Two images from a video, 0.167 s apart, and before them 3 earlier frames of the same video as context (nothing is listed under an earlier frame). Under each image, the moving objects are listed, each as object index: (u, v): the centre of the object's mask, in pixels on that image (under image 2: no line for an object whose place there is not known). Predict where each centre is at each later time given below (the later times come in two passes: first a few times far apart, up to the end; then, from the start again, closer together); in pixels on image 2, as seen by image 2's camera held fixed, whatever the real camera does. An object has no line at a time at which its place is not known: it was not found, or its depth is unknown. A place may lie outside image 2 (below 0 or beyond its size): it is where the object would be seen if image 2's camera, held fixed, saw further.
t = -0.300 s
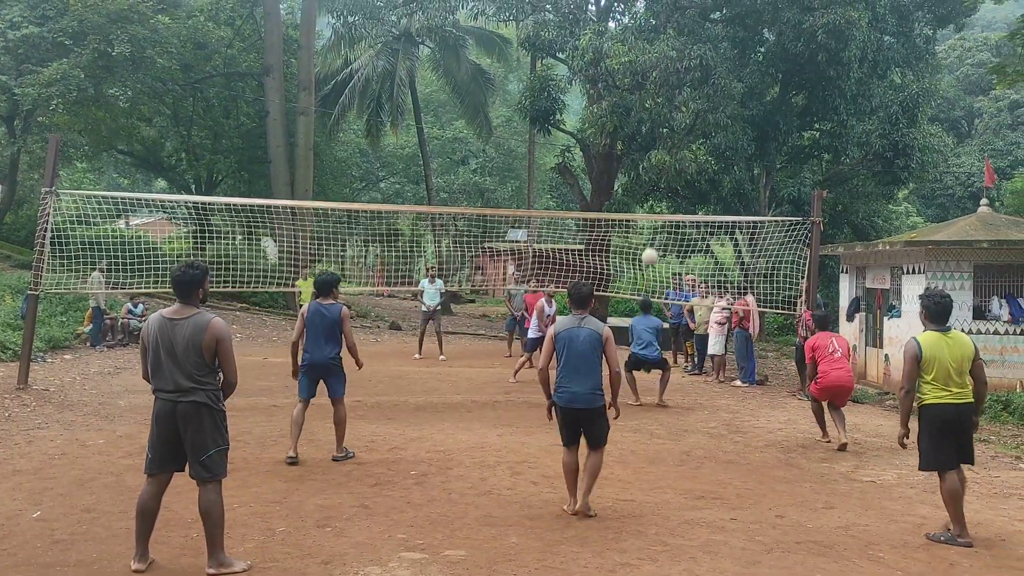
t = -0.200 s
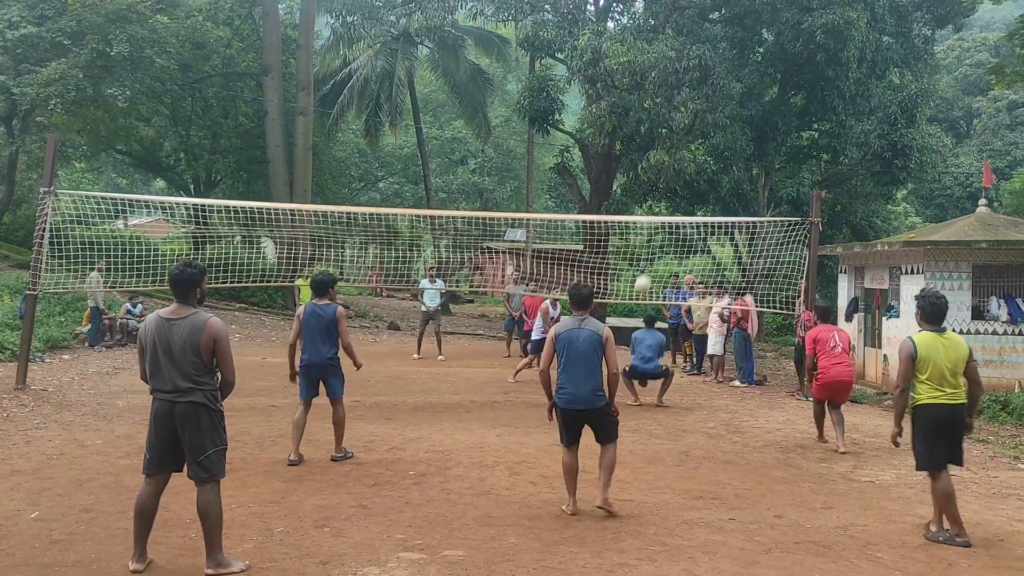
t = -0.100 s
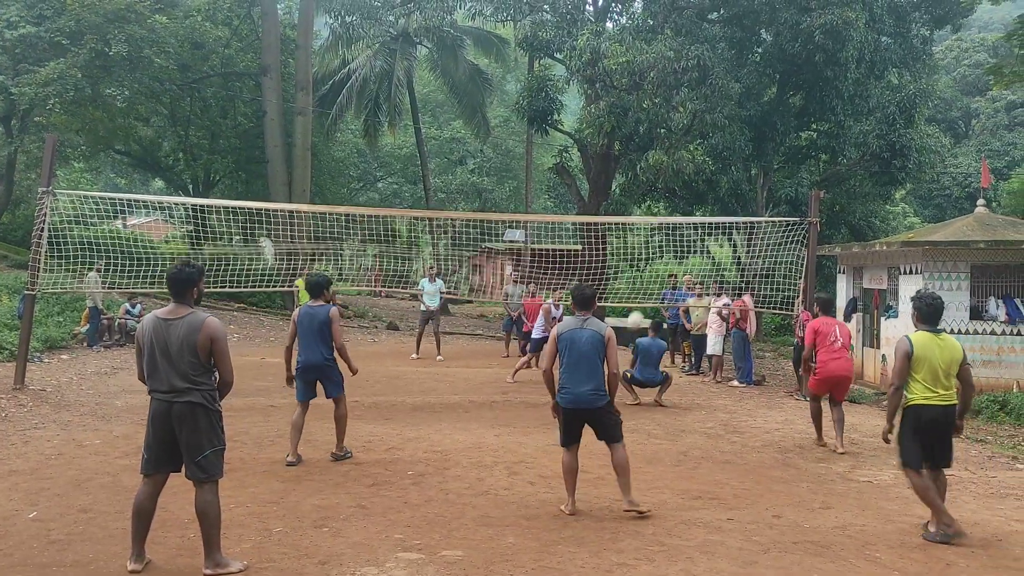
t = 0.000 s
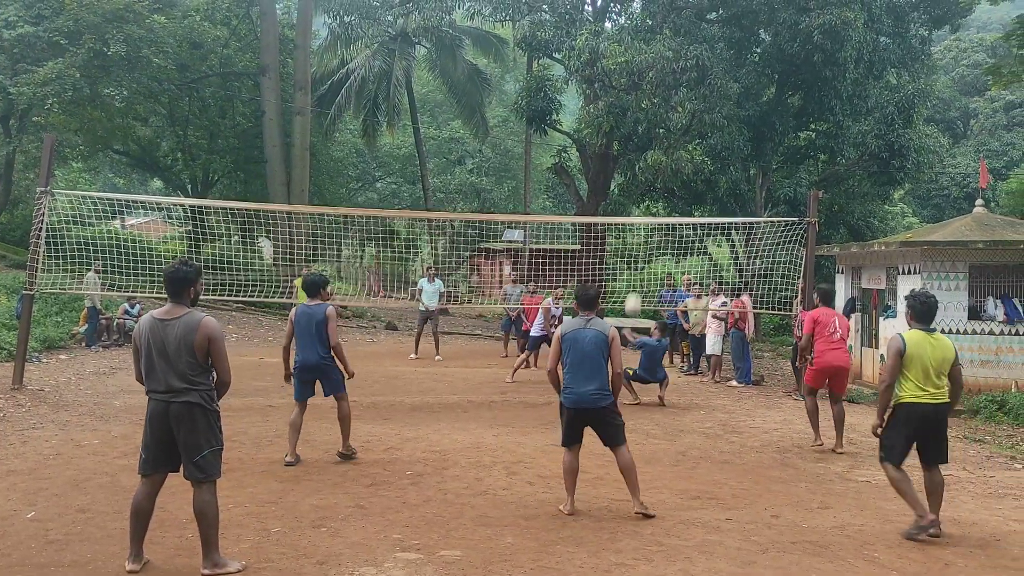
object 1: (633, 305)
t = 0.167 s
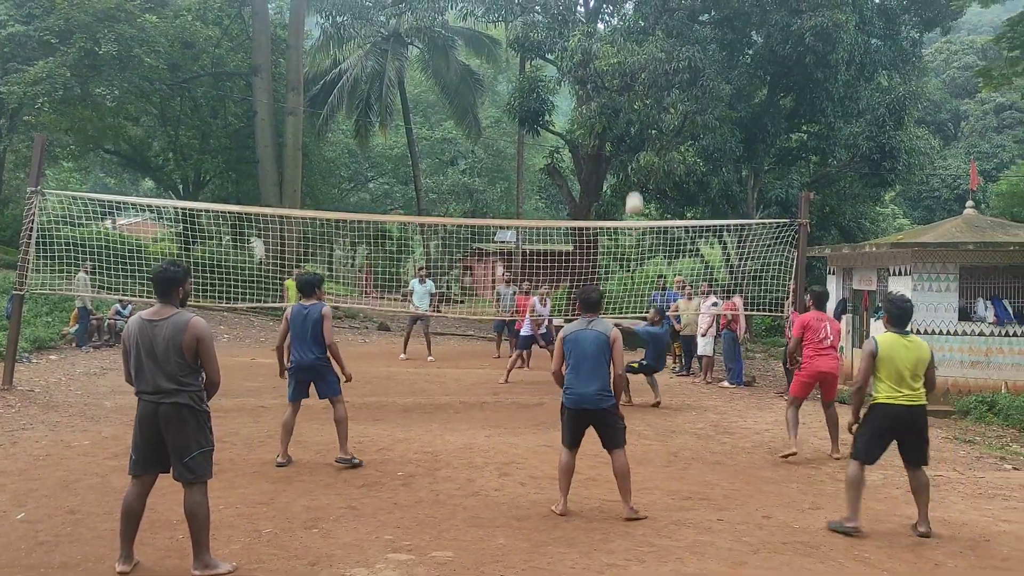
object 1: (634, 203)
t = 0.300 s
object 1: (642, 131)
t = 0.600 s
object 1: (665, -6)
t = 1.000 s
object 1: (712, -82)
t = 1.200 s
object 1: (746, -49)
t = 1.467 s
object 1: (810, 154)
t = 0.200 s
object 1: (636, 185)
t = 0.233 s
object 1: (638, 167)
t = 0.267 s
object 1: (640, 148)
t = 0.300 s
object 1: (642, 131)
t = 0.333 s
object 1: (644, 113)
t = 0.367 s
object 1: (646, 97)
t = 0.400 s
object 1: (649, 79)
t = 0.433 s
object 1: (652, 63)
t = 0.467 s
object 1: (654, 48)
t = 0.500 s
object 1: (657, 33)
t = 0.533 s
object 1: (660, 20)
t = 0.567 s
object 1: (662, 7)
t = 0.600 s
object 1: (665, -6)
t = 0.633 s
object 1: (668, -19)
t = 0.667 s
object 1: (671, -30)
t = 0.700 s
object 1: (674, -38)
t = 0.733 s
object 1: (677, -46)
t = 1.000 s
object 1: (712, -82)
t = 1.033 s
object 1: (717, -83)
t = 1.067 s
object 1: (722, -84)
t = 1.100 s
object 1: (728, -79)
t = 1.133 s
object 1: (734, -72)
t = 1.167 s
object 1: (740, -62)
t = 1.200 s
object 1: (746, -49)
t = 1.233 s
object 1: (753, -35)
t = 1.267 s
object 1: (759, -18)
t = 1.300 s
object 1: (766, 2)
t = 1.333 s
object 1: (774, 25)
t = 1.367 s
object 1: (782, 52)
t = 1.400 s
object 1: (791, 81)
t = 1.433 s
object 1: (800, 115)
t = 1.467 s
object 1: (810, 154)
